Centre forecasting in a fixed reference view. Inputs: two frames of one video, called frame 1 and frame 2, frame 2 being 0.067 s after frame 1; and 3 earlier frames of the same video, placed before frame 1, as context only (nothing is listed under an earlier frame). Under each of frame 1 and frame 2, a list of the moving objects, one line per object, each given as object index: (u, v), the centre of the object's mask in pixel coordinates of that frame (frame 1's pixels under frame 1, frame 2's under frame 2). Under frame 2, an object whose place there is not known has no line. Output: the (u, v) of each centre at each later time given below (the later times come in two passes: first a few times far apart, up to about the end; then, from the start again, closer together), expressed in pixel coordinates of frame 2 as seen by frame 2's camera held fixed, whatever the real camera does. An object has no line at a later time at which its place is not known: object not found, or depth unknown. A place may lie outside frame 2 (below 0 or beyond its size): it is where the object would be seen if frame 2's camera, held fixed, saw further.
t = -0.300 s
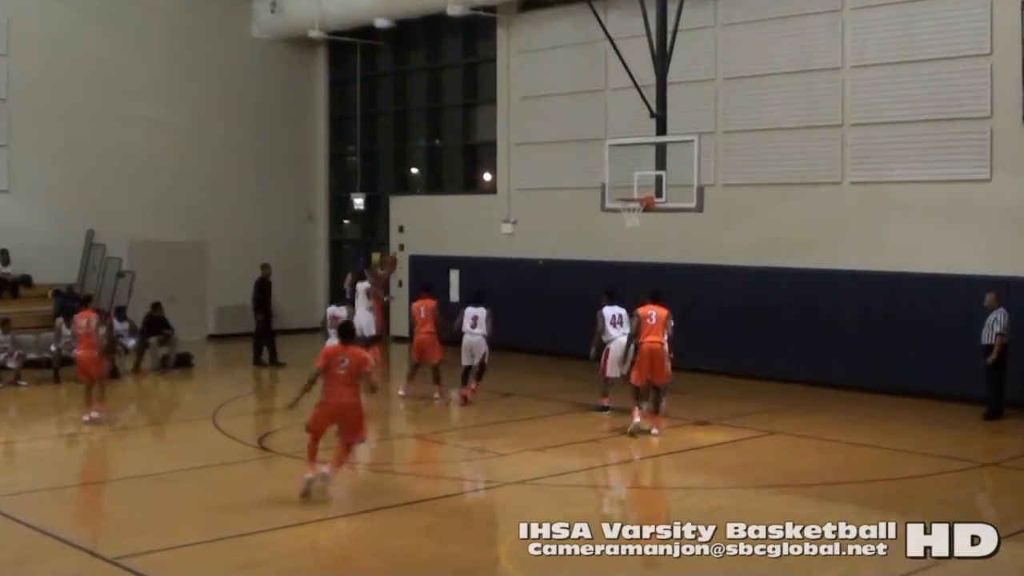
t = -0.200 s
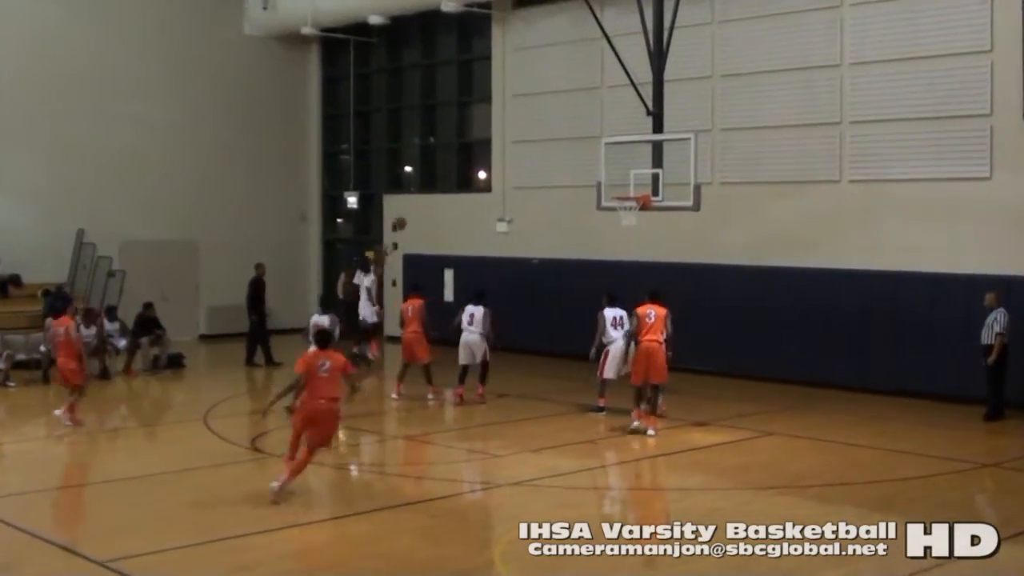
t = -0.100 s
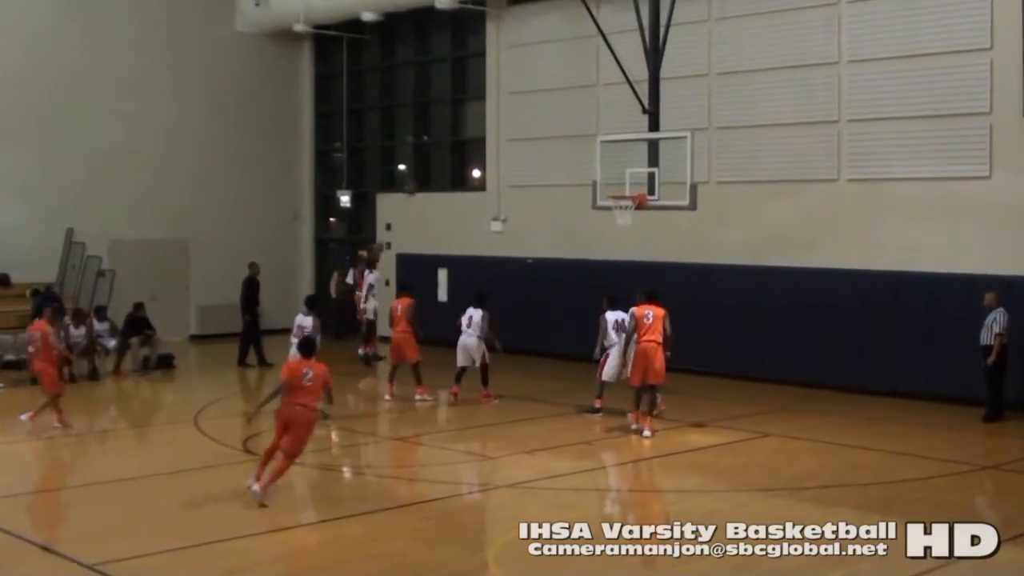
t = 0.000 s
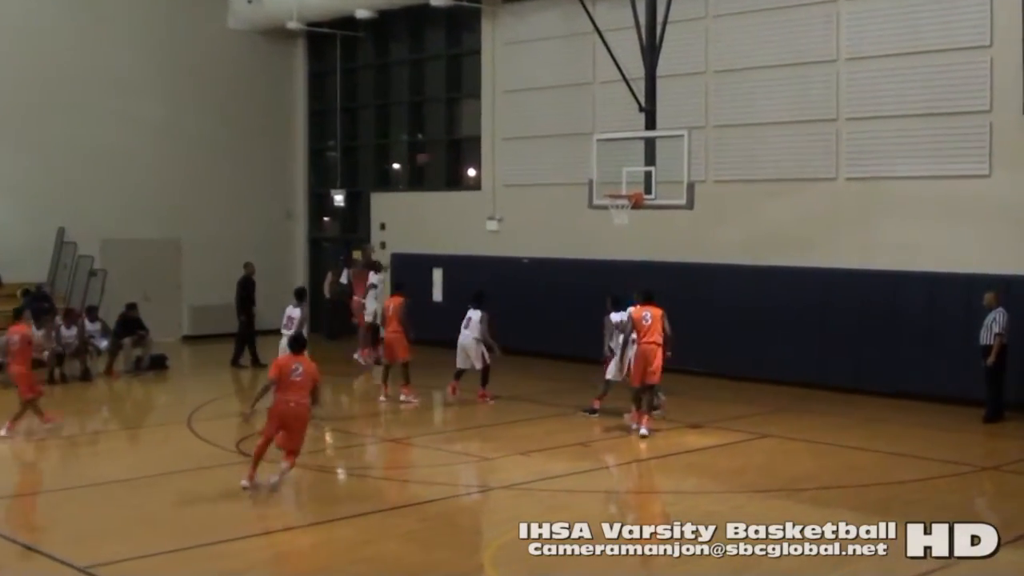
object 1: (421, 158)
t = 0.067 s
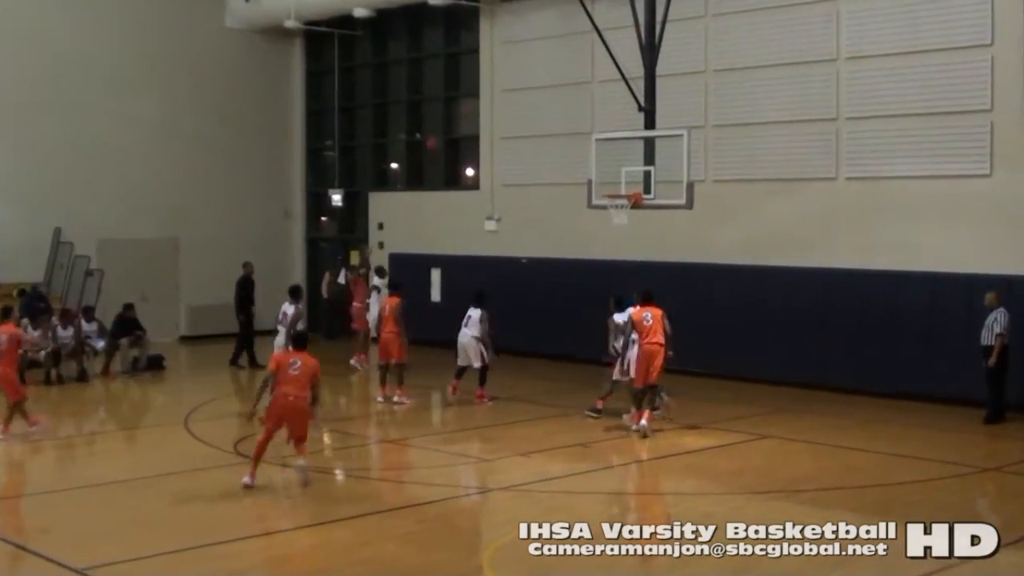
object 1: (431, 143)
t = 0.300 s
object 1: (480, 103)
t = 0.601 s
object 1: (541, 100)
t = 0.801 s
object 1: (586, 131)
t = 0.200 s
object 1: (458, 113)
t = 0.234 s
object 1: (466, 108)
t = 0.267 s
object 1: (469, 107)
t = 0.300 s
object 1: (480, 103)
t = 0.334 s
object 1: (485, 101)
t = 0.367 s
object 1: (493, 98)
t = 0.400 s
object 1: (499, 96)
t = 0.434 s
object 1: (506, 95)
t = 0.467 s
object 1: (513, 95)
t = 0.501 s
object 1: (520, 96)
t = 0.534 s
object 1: (527, 96)
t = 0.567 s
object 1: (534, 98)
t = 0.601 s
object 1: (541, 100)
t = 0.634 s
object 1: (549, 104)
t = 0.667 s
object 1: (556, 108)
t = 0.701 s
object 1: (564, 112)
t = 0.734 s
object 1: (571, 118)
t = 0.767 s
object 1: (579, 124)
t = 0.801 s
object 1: (586, 131)
